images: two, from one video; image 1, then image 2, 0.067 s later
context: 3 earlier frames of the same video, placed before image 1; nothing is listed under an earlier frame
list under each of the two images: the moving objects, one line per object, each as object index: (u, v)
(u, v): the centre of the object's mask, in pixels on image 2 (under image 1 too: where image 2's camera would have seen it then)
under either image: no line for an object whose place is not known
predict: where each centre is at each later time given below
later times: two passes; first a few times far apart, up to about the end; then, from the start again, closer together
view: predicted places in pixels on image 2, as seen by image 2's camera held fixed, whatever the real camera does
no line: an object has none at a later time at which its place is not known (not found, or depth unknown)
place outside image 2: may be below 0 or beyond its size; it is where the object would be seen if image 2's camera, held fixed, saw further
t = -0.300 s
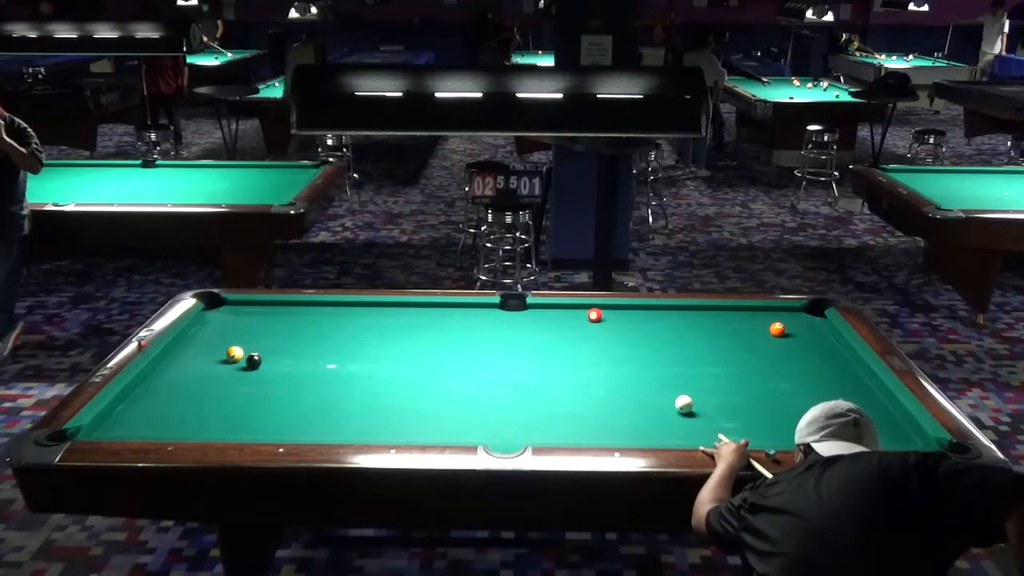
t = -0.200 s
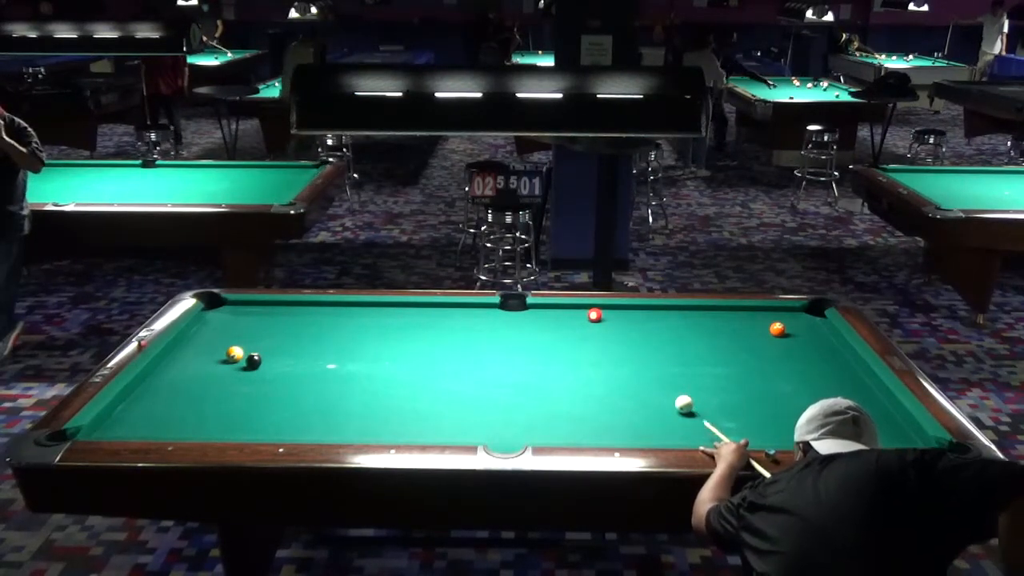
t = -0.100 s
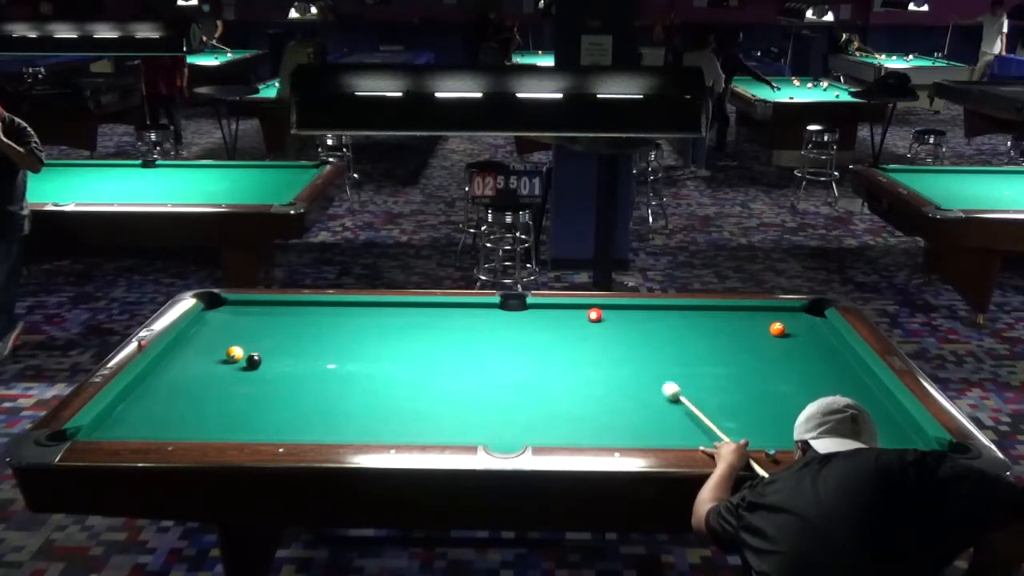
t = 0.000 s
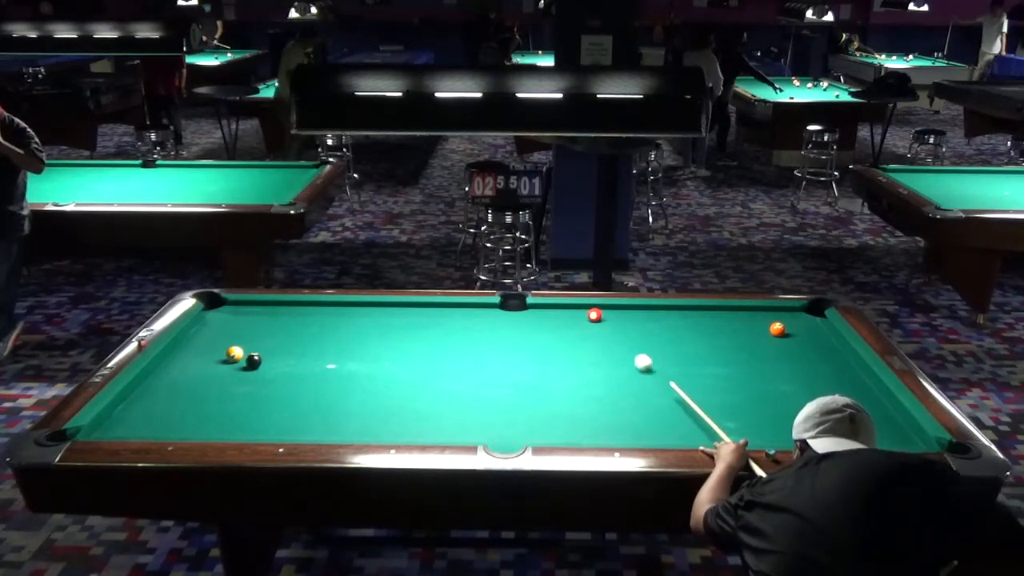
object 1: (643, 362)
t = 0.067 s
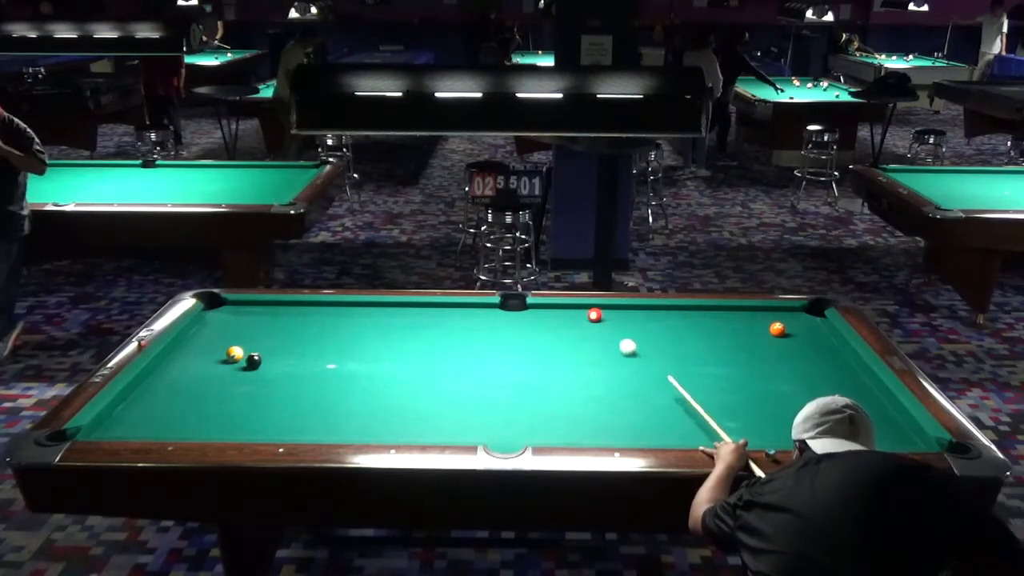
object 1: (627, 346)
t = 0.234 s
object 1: (601, 319)
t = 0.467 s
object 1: (603, 312)
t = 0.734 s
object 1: (603, 310)
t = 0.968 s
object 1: (605, 316)
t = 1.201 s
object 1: (606, 321)
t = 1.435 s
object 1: (607, 327)
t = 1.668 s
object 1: (609, 332)
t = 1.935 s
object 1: (611, 337)
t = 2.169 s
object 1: (606, 341)
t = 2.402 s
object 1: (614, 345)
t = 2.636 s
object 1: (615, 349)
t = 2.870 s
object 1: (617, 353)
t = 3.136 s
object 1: (619, 357)
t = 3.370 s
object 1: (619, 360)
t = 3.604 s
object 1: (621, 362)
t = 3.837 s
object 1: (622, 364)
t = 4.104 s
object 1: (622, 366)
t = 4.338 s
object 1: (623, 367)
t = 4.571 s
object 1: (622, 368)
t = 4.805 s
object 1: (622, 368)
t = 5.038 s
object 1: (622, 368)
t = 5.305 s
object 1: (622, 368)
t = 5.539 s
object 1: (622, 368)
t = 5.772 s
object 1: (622, 368)
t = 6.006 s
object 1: (622, 368)
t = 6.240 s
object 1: (622, 368)
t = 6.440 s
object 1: (622, 368)
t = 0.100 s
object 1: (620, 339)
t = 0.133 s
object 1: (613, 332)
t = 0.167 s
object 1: (607, 326)
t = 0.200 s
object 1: (601, 320)
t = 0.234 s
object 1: (601, 319)
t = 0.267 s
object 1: (603, 319)
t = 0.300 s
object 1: (603, 318)
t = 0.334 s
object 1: (604, 317)
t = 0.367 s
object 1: (604, 316)
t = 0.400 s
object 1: (604, 315)
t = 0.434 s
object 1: (604, 313)
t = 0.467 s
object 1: (603, 312)
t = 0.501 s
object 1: (603, 310)
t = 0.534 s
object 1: (602, 309)
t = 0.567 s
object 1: (602, 307)
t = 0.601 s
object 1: (602, 307)
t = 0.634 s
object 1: (603, 308)
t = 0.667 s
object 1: (603, 308)
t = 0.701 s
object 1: (603, 310)
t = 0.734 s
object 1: (603, 310)
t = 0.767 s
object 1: (603, 311)
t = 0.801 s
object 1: (604, 312)
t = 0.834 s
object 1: (604, 313)
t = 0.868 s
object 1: (604, 313)
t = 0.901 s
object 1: (604, 314)
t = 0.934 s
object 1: (605, 315)
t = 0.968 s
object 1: (605, 316)
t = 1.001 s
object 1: (605, 317)
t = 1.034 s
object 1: (605, 317)
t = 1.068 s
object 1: (605, 318)
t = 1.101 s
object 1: (606, 319)
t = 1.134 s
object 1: (606, 320)
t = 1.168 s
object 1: (606, 320)
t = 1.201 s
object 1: (606, 321)
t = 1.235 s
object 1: (606, 322)
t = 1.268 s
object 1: (606, 323)
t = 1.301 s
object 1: (607, 324)
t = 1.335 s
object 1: (607, 325)
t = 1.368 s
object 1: (607, 325)
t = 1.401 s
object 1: (607, 326)
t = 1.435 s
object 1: (607, 327)
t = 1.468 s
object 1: (608, 327)
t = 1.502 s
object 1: (608, 328)
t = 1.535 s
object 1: (608, 329)
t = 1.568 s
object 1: (608, 330)
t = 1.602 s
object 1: (609, 330)
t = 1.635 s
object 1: (609, 331)
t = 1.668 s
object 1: (609, 332)
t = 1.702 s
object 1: (609, 333)
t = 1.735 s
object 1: (610, 333)
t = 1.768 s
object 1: (610, 334)
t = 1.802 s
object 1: (610, 335)
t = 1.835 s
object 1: (610, 335)
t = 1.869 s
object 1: (610, 336)
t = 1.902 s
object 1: (610, 337)
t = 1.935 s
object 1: (611, 337)
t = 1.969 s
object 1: (611, 338)
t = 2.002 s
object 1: (611, 338)
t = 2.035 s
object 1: (611, 339)
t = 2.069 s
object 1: (612, 340)
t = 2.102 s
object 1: (612, 341)
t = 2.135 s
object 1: (611, 340)
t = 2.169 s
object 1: (606, 341)
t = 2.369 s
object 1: (617, 342)
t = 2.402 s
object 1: (614, 345)
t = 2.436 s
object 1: (614, 346)
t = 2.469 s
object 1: (614, 346)
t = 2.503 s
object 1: (614, 347)
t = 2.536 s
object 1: (614, 348)
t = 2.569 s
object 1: (615, 348)
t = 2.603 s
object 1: (615, 349)
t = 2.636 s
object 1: (615, 349)
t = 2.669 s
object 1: (615, 350)
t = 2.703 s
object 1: (616, 351)
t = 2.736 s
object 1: (616, 351)
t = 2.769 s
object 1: (616, 352)
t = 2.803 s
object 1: (616, 352)
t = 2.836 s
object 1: (617, 353)
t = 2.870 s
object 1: (617, 353)
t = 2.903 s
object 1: (617, 354)
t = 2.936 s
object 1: (618, 354)
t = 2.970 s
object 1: (618, 355)
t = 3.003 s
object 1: (618, 355)
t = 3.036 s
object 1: (618, 355)
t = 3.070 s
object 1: (618, 356)
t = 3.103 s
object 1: (618, 356)
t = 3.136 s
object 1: (619, 357)
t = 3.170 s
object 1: (619, 357)
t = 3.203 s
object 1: (619, 358)
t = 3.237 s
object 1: (619, 358)
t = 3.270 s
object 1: (619, 359)
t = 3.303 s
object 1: (619, 359)
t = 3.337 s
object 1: (619, 359)
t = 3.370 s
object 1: (619, 360)
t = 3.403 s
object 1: (620, 360)
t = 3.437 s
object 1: (620, 360)
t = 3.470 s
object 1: (620, 361)
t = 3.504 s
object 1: (620, 361)
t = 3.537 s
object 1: (620, 362)
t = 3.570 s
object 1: (621, 362)
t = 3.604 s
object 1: (621, 362)
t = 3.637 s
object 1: (621, 362)
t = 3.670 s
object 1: (621, 362)
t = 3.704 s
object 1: (621, 363)
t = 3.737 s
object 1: (621, 363)
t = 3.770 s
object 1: (621, 363)
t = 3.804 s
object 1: (621, 364)
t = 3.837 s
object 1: (622, 364)
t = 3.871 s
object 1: (622, 365)
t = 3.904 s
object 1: (622, 365)
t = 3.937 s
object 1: (622, 365)
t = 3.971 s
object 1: (622, 366)
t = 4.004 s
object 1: (622, 366)
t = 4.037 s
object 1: (622, 366)
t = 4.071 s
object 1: (622, 366)
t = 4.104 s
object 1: (622, 366)
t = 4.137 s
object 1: (622, 366)
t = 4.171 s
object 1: (622, 367)
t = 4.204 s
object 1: (623, 367)
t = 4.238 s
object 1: (623, 367)
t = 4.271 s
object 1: (623, 367)
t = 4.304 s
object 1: (623, 367)
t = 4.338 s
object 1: (623, 367)
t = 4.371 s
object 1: (623, 367)
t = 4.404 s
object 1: (623, 368)
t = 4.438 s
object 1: (623, 368)
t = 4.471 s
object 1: (623, 368)
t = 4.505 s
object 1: (623, 368)
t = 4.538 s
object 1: (622, 368)
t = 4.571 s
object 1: (622, 368)
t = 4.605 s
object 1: (623, 368)
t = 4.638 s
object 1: (622, 368)
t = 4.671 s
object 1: (622, 368)
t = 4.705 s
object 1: (622, 368)
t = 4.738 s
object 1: (622, 368)
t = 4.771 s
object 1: (622, 368)
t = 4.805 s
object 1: (622, 368)
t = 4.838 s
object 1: (622, 368)
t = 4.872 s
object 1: (622, 368)
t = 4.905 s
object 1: (622, 368)
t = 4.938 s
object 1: (622, 368)
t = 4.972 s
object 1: (622, 368)
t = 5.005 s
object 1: (622, 368)
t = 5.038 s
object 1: (622, 368)
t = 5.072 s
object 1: (622, 368)
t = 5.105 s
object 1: (622, 368)
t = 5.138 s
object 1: (622, 368)
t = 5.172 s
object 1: (622, 368)
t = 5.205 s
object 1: (622, 368)
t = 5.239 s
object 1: (622, 368)
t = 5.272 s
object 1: (622, 368)
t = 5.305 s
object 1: (622, 368)
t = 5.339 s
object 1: (622, 368)
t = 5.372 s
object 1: (622, 368)
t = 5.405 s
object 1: (622, 368)
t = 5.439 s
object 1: (622, 368)
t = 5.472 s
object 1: (622, 368)
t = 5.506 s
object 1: (622, 368)
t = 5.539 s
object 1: (622, 368)
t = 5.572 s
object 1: (622, 368)
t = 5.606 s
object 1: (622, 368)
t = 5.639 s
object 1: (622, 368)
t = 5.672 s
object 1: (622, 368)
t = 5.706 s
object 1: (622, 368)
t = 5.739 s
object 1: (622, 368)
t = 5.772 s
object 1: (622, 368)
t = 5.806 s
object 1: (622, 368)
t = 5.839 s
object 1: (622, 368)
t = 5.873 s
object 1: (622, 368)
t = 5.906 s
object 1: (622, 368)
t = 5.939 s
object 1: (622, 368)
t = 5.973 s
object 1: (622, 368)
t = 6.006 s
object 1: (622, 368)
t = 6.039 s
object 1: (622, 368)
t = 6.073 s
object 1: (622, 368)
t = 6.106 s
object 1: (622, 368)
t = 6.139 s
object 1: (622, 368)
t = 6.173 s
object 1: (622, 368)
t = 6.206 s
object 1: (622, 368)
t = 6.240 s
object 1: (622, 368)
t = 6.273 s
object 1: (622, 368)
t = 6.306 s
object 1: (622, 368)
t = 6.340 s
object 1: (622, 368)
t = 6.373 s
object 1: (622, 368)
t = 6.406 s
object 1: (623, 368)
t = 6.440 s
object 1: (622, 368)
